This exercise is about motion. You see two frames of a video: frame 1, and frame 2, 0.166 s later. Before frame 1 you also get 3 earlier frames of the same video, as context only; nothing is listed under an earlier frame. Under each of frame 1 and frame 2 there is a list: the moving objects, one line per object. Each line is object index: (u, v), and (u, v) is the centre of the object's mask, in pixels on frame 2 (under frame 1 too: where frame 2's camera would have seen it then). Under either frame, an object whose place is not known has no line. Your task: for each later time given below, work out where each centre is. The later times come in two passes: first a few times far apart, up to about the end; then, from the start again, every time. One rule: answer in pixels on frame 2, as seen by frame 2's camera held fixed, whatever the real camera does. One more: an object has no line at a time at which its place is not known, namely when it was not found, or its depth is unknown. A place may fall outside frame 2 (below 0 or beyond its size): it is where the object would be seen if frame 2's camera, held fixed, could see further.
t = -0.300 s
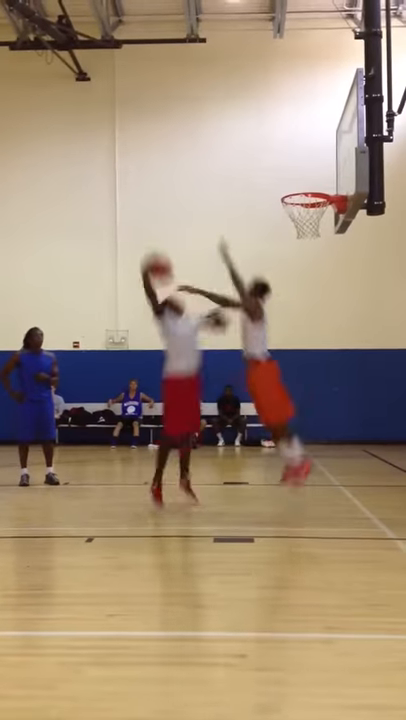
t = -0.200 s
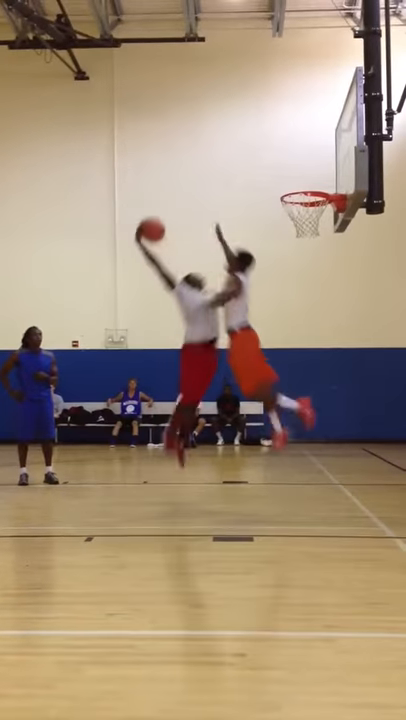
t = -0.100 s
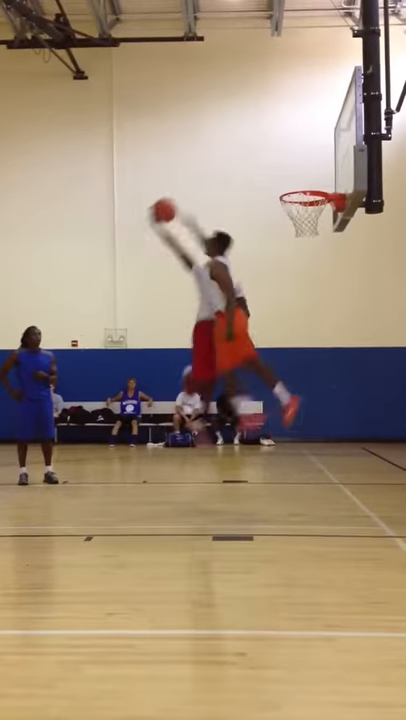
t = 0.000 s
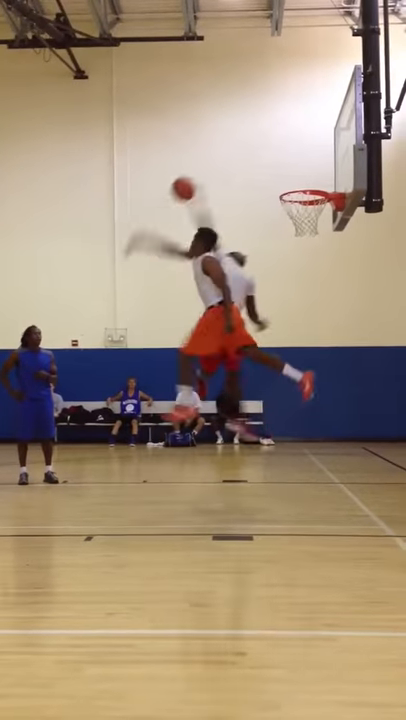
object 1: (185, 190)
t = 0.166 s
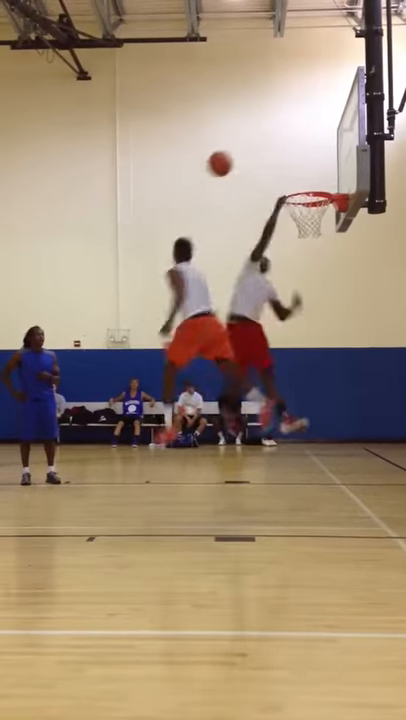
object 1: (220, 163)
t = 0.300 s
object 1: (248, 161)
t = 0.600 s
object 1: (316, 226)
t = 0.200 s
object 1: (226, 161)
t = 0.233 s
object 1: (233, 160)
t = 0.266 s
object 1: (240, 160)
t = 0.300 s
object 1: (248, 161)
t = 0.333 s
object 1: (256, 164)
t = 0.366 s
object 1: (262, 167)
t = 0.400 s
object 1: (270, 171)
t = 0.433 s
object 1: (277, 177)
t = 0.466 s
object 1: (285, 184)
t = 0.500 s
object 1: (293, 192)
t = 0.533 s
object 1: (301, 203)
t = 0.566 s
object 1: (309, 213)
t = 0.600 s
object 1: (316, 226)
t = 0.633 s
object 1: (324, 239)
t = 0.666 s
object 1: (332, 253)
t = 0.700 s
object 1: (340, 269)
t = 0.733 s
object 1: (348, 285)
